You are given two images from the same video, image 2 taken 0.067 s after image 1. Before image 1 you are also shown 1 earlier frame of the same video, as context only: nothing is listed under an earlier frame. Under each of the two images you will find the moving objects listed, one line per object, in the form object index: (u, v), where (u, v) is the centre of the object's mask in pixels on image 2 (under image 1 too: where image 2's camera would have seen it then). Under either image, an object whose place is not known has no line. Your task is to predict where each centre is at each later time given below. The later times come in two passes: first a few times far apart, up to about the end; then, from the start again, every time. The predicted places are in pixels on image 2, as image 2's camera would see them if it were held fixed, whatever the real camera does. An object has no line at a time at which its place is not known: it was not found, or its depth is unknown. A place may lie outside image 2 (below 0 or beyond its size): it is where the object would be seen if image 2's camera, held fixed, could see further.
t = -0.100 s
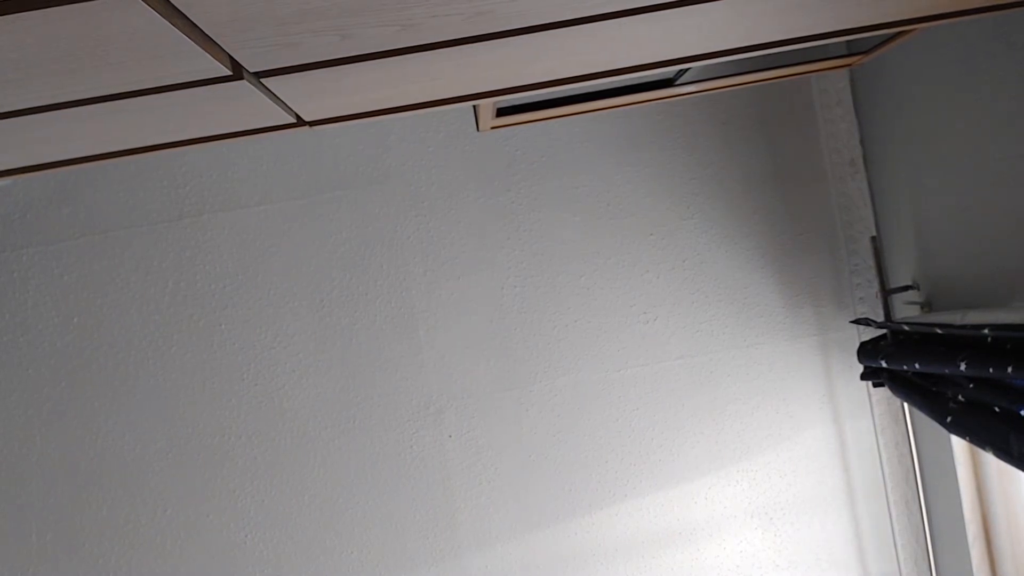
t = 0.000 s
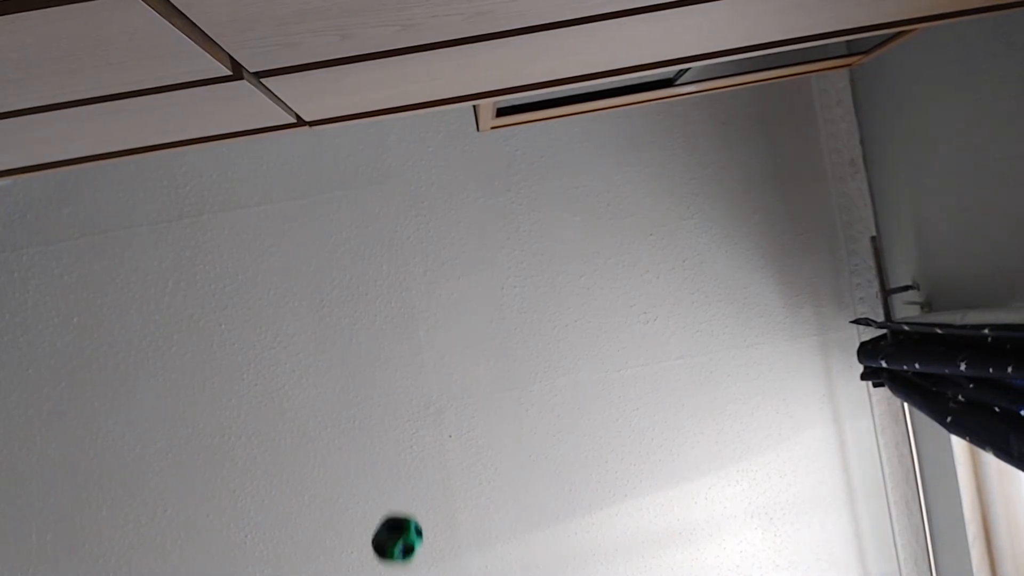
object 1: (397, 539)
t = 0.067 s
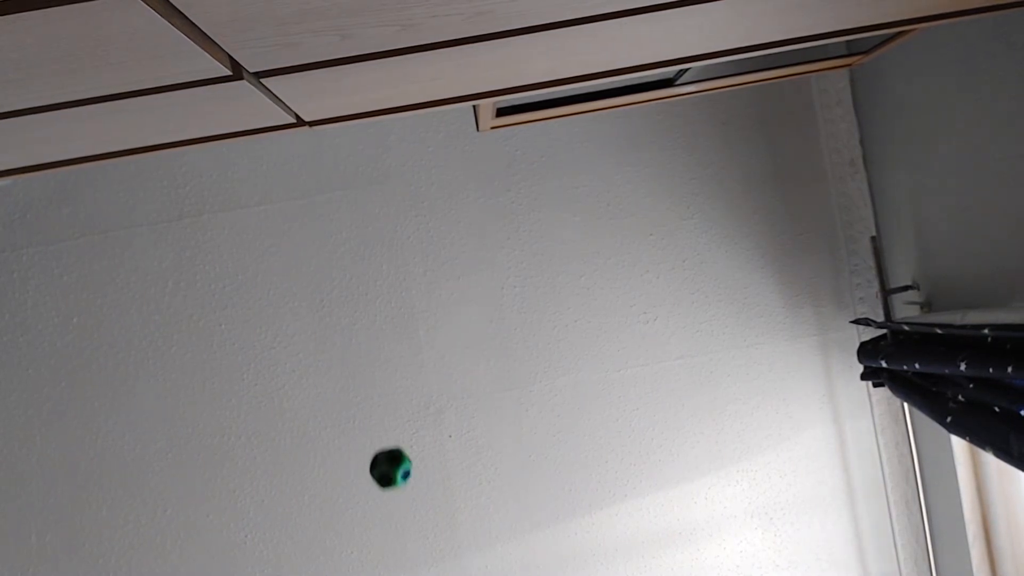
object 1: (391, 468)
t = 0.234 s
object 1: (370, 372)
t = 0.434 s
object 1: (325, 304)
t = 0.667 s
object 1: (188, 208)
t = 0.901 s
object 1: (244, 159)
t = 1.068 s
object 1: (290, 142)
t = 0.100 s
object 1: (387, 443)
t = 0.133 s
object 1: (384, 421)
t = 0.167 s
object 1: (379, 403)
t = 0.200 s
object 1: (375, 387)
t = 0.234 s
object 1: (370, 372)
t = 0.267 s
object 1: (364, 359)
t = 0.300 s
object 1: (358, 347)
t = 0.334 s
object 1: (351, 336)
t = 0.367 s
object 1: (343, 325)
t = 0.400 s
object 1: (334, 314)
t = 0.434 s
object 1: (325, 304)
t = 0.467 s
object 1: (313, 293)
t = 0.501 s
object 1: (300, 282)
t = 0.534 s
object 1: (285, 270)
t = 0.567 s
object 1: (268, 258)
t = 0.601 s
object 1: (246, 243)
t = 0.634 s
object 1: (220, 227)
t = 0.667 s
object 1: (188, 208)
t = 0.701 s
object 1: (148, 185)
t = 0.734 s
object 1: (120, 174)
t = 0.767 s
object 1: (157, 170)
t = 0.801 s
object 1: (186, 167)
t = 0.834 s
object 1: (209, 164)
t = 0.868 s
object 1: (229, 162)
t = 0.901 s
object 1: (244, 159)
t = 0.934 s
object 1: (257, 156)
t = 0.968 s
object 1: (267, 153)
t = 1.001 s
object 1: (276, 149)
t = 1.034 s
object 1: (283, 146)
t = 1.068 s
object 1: (290, 142)
